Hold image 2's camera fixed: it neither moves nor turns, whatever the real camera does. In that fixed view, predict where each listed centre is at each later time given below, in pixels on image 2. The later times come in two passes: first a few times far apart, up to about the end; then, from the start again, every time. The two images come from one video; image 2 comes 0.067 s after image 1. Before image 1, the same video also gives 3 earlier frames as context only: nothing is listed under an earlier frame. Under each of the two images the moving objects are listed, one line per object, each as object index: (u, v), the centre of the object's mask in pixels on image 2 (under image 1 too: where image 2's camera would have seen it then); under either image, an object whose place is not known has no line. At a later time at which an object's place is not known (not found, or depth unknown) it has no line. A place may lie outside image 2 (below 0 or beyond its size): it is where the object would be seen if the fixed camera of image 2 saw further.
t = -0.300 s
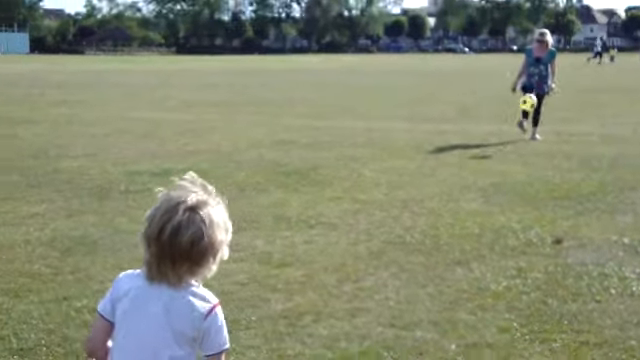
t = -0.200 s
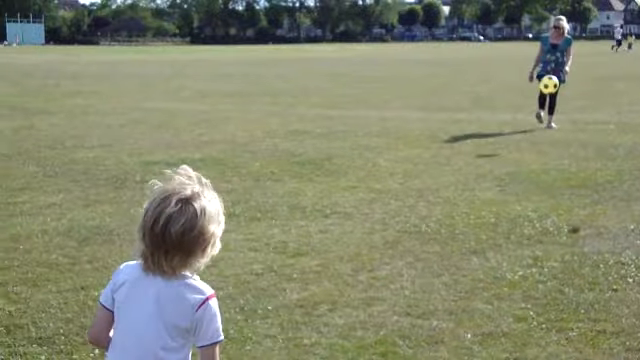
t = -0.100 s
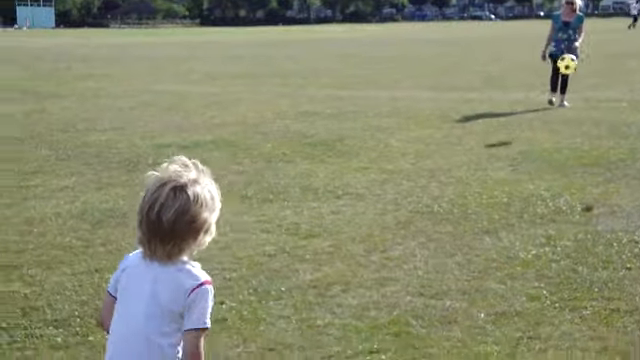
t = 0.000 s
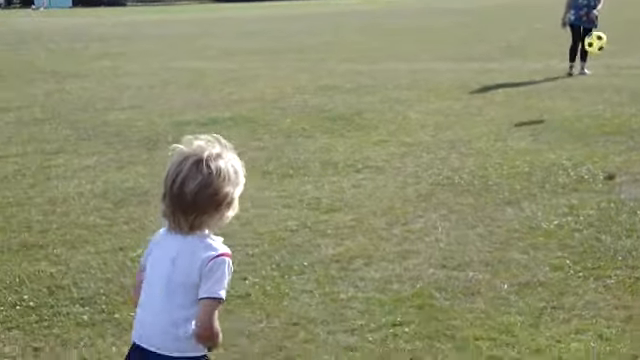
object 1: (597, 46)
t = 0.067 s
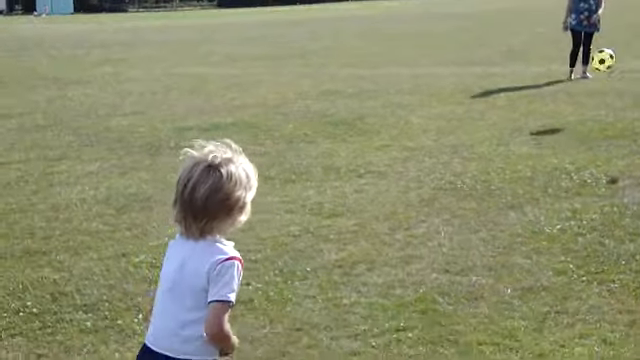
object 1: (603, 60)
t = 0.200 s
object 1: (615, 103)
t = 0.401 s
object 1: (622, 99)
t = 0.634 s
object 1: (623, 92)
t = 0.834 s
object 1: (623, 137)
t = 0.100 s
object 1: (606, 68)
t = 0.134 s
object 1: (610, 78)
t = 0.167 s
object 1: (612, 89)
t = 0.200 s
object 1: (615, 103)
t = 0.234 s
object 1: (618, 118)
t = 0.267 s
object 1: (621, 127)
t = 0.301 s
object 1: (621, 119)
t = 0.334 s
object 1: (621, 111)
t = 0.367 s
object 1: (621, 104)
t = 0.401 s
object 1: (622, 99)
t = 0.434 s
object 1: (622, 94)
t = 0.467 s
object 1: (622, 91)
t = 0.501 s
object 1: (622, 88)
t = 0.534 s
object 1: (623, 88)
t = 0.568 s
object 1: (622, 88)
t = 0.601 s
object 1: (623, 90)
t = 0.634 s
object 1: (623, 92)
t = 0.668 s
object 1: (623, 96)
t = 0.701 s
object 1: (623, 101)
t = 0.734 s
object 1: (622, 109)
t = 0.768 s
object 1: (623, 117)
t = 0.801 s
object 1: (622, 126)
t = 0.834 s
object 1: (623, 137)
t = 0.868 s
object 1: (623, 151)
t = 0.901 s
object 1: (624, 164)
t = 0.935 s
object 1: (624, 161)
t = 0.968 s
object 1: (624, 153)
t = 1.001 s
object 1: (625, 147)
